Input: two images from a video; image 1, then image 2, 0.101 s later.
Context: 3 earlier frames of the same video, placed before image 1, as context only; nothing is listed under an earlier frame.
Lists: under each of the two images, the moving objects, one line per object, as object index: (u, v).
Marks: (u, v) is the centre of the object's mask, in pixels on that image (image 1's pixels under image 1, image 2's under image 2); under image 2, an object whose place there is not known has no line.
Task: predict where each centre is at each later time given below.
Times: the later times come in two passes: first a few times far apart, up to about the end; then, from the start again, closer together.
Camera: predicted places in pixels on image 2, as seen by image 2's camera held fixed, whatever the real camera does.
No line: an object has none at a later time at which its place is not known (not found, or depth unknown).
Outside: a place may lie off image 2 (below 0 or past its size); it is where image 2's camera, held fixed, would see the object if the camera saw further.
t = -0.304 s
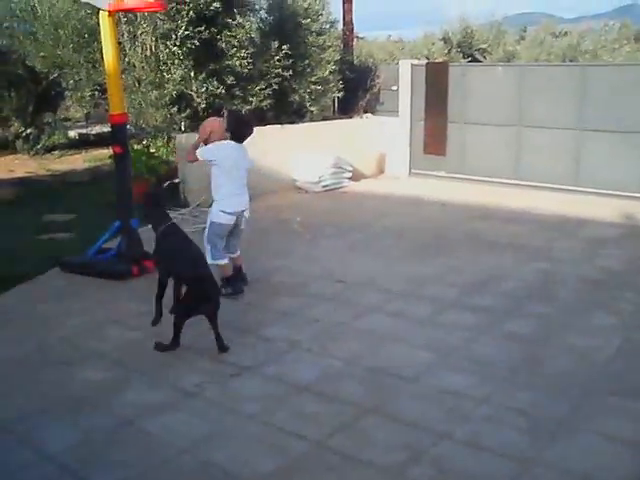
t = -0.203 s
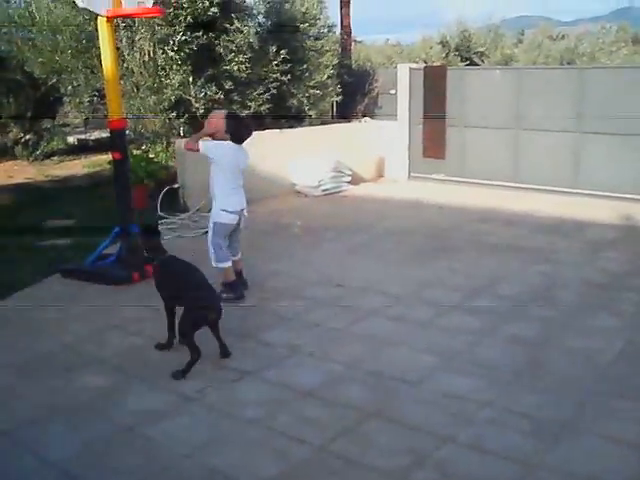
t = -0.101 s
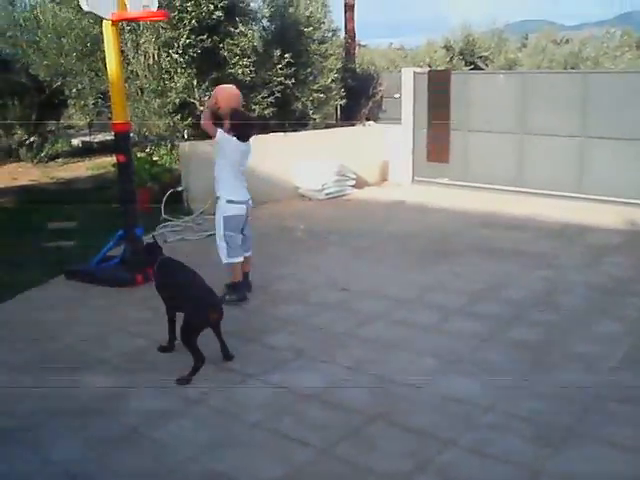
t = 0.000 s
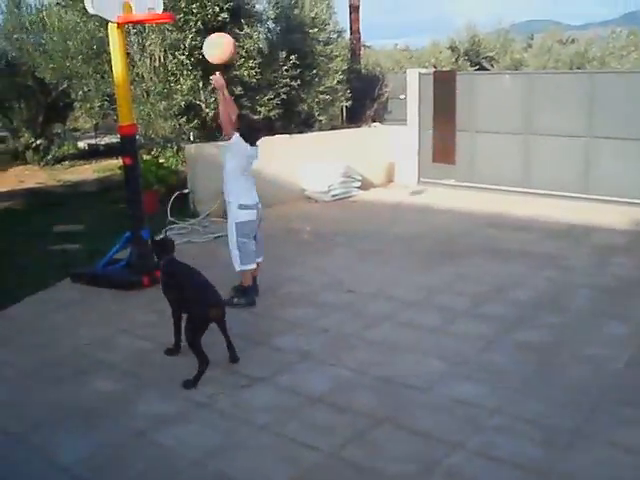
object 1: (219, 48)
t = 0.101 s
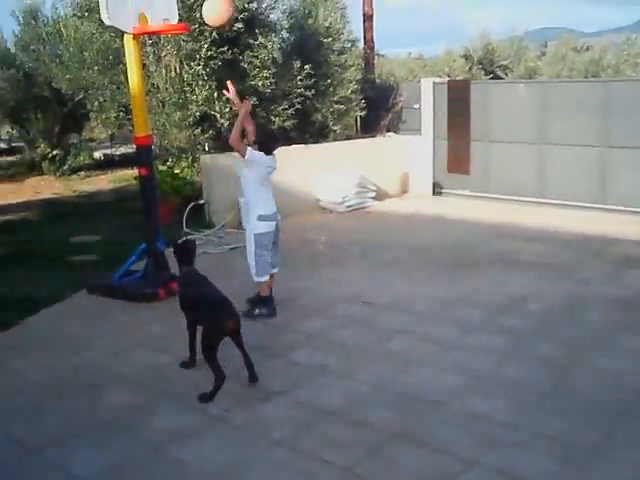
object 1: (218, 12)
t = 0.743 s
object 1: (154, 11)
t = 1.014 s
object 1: (163, 75)
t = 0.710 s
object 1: (155, 2)
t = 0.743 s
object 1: (154, 11)
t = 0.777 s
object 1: (155, 17)
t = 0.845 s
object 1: (171, 20)
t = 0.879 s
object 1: (164, 44)
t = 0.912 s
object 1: (165, 46)
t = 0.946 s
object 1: (163, 54)
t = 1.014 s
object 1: (163, 75)
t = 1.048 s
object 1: (164, 88)
